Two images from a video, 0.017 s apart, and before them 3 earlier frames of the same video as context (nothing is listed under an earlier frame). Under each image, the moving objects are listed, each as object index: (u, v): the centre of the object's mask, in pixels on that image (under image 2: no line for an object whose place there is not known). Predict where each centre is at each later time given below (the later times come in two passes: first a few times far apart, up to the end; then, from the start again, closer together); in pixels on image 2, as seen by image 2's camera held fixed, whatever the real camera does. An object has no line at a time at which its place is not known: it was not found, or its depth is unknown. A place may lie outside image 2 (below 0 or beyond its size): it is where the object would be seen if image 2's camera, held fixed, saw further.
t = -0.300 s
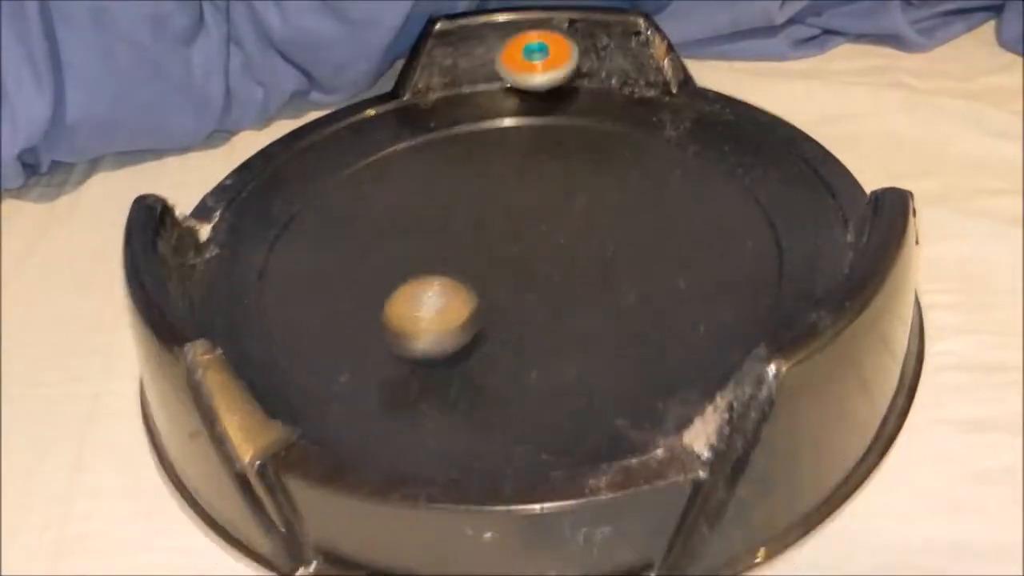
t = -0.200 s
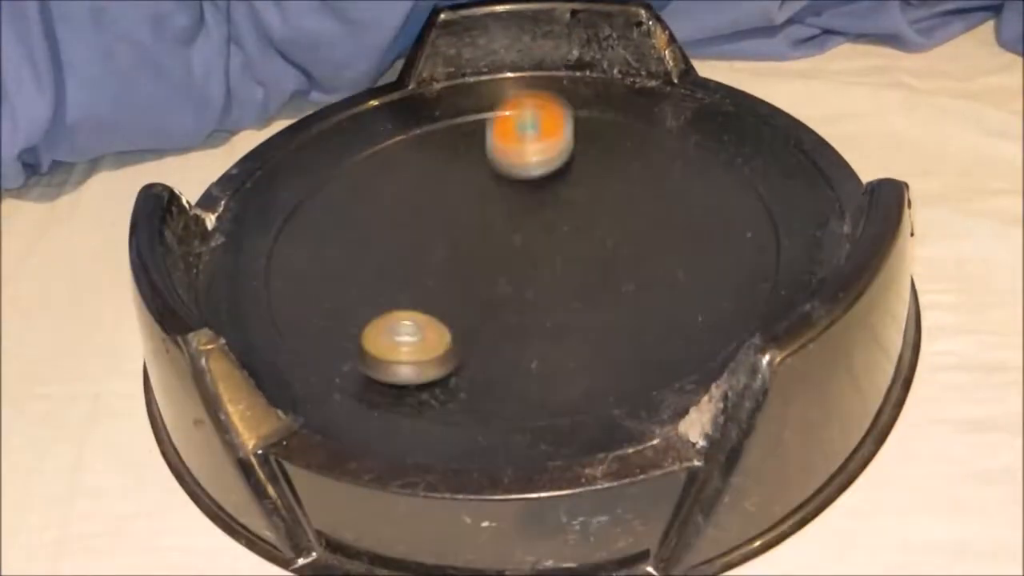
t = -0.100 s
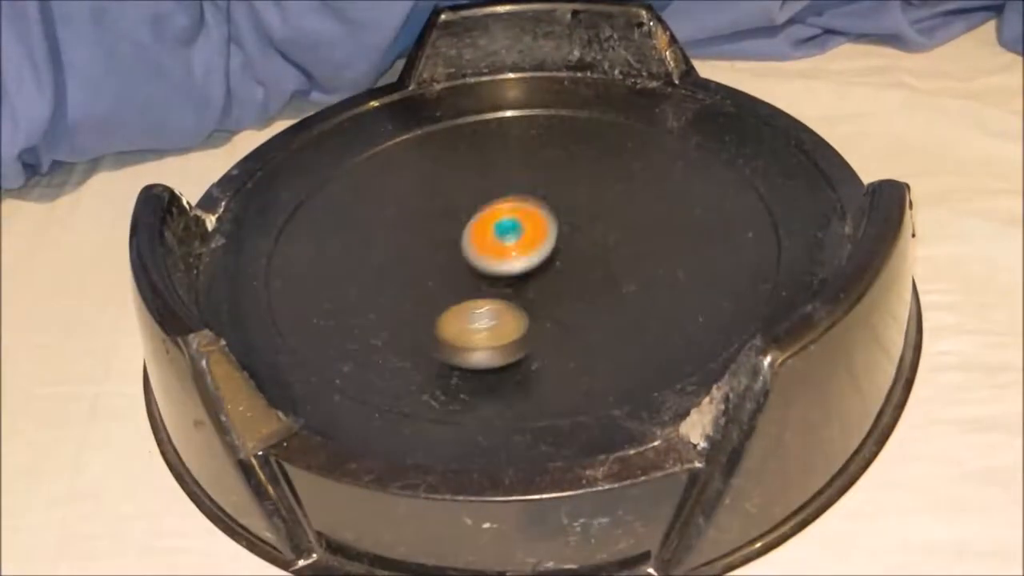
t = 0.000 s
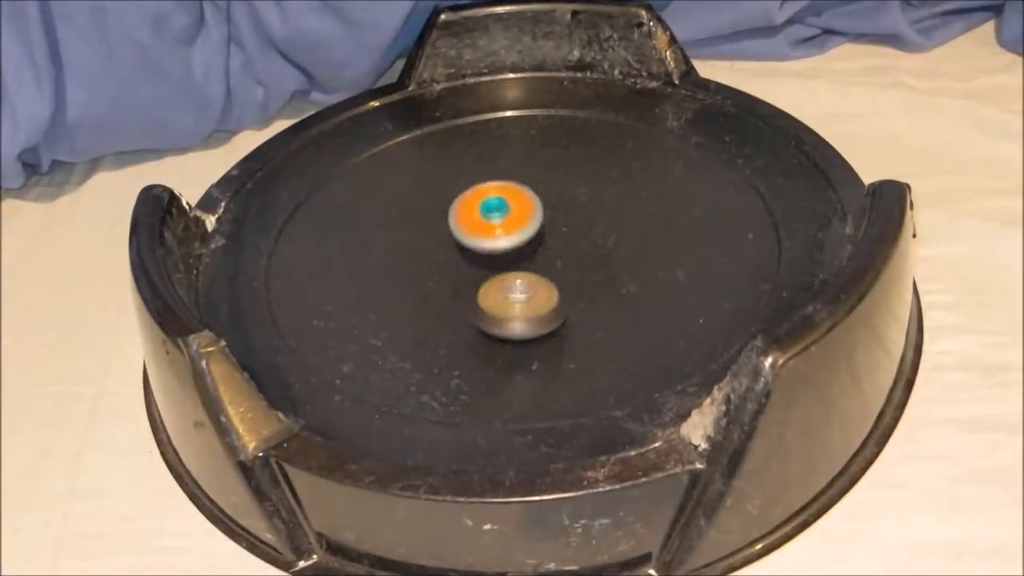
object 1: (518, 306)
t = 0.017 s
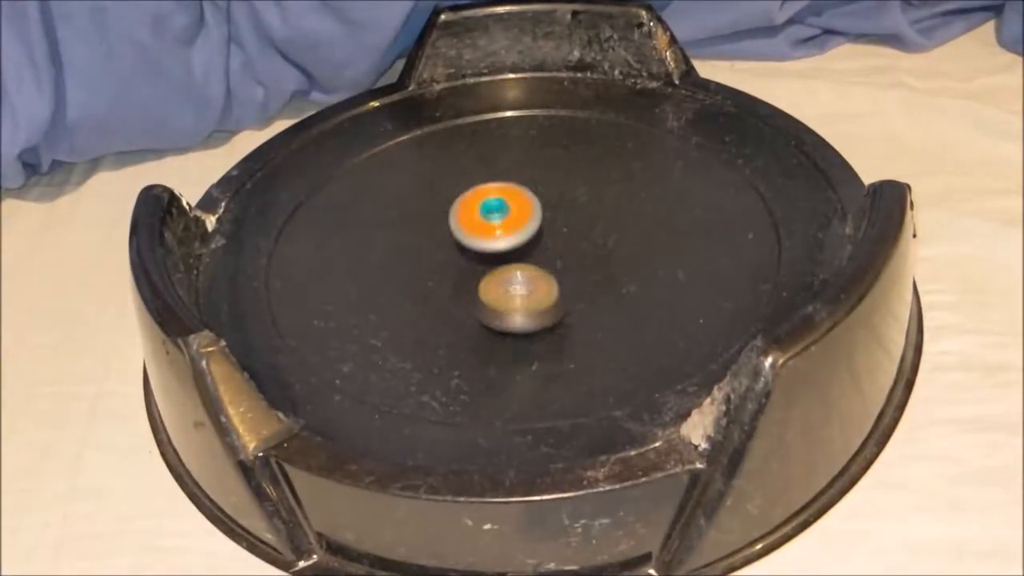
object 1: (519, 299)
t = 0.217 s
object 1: (381, 237)
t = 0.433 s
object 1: (330, 352)
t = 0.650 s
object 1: (633, 252)
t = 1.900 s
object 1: (304, 188)
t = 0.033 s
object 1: (517, 291)
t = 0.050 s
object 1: (512, 282)
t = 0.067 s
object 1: (505, 274)
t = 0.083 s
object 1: (496, 266)
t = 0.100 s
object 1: (487, 259)
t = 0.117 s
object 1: (473, 252)
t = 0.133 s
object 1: (460, 246)
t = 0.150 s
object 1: (446, 243)
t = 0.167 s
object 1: (430, 239)
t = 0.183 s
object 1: (415, 237)
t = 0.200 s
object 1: (397, 236)
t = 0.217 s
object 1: (381, 237)
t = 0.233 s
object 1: (364, 239)
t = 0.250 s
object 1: (348, 243)
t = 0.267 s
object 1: (334, 248)
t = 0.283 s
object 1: (320, 255)
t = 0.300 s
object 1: (308, 263)
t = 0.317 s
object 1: (297, 272)
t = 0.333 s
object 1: (291, 282)
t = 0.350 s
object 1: (287, 292)
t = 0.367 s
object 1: (285, 303)
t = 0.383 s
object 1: (288, 314)
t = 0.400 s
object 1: (296, 326)
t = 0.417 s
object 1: (311, 340)
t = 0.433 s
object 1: (330, 352)
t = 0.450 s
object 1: (354, 361)
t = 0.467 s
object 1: (379, 367)
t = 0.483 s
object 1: (404, 369)
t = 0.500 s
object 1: (431, 370)
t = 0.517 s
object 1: (461, 367)
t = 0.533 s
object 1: (491, 360)
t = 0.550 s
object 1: (518, 350)
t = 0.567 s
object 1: (545, 337)
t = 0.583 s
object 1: (569, 321)
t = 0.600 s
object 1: (585, 303)
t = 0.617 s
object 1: (596, 284)
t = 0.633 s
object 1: (606, 266)
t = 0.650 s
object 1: (633, 252)
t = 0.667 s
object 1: (663, 240)
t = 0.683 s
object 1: (692, 231)
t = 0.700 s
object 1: (729, 226)
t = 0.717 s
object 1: (760, 227)
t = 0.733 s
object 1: (788, 221)
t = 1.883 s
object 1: (314, 184)
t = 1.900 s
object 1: (304, 188)
